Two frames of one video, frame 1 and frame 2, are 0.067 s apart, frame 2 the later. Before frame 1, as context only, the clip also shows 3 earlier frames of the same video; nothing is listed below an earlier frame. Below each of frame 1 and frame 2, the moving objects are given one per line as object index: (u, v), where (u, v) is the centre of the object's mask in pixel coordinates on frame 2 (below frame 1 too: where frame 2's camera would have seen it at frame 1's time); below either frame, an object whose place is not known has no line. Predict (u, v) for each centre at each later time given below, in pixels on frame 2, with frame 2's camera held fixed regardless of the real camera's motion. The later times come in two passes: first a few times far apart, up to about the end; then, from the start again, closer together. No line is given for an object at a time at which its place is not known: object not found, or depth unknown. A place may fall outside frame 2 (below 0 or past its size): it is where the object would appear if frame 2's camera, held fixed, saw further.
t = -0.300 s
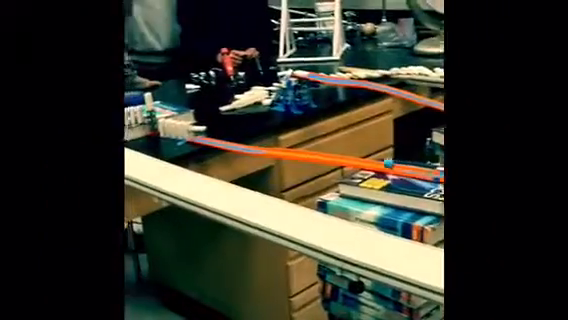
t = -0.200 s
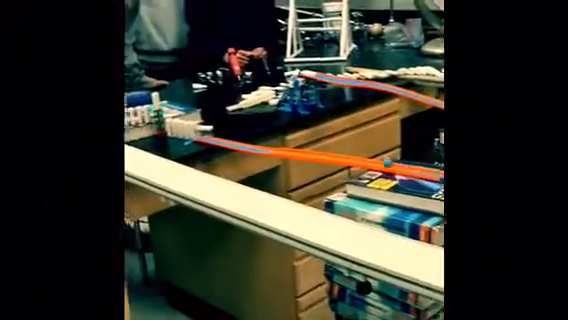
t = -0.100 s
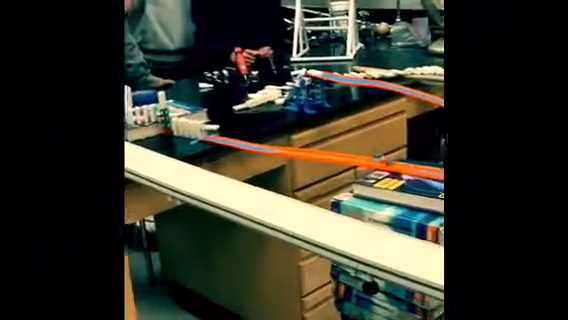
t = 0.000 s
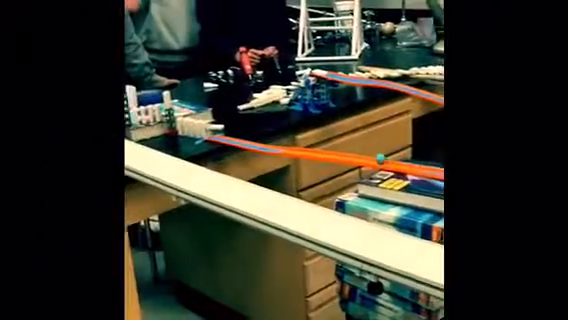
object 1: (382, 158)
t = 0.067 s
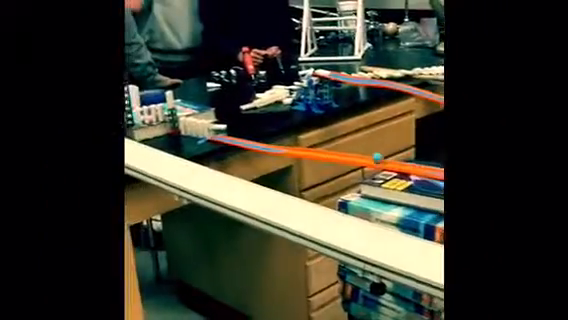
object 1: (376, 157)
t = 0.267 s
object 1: (359, 155)
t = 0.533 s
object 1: (333, 152)
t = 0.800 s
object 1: (299, 150)
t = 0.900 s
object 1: (288, 149)
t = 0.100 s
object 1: (374, 157)
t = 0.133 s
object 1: (372, 156)
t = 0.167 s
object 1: (369, 157)
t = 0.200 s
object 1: (368, 157)
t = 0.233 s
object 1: (369, 157)
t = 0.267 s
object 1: (359, 155)
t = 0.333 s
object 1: (354, 155)
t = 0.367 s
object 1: (354, 154)
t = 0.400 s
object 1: (347, 153)
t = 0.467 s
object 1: (342, 153)
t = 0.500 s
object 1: (337, 152)
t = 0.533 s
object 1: (333, 152)
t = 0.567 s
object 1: (328, 152)
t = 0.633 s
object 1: (323, 151)
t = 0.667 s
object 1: (317, 151)
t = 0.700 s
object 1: (312, 151)
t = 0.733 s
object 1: (308, 151)
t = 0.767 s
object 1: (306, 150)
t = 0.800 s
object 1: (299, 150)
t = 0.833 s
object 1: (297, 150)
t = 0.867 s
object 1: (293, 150)
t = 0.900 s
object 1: (288, 149)
